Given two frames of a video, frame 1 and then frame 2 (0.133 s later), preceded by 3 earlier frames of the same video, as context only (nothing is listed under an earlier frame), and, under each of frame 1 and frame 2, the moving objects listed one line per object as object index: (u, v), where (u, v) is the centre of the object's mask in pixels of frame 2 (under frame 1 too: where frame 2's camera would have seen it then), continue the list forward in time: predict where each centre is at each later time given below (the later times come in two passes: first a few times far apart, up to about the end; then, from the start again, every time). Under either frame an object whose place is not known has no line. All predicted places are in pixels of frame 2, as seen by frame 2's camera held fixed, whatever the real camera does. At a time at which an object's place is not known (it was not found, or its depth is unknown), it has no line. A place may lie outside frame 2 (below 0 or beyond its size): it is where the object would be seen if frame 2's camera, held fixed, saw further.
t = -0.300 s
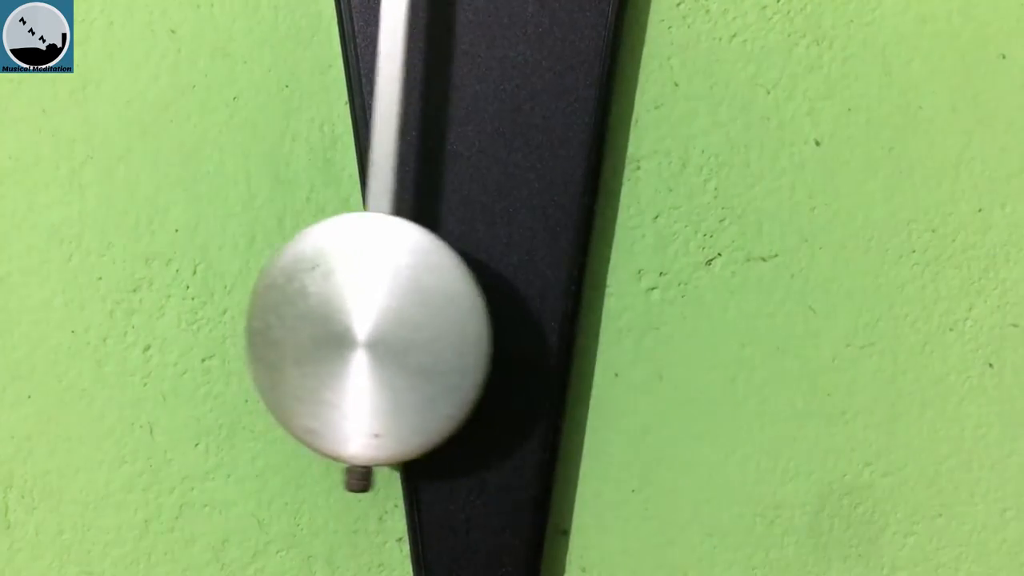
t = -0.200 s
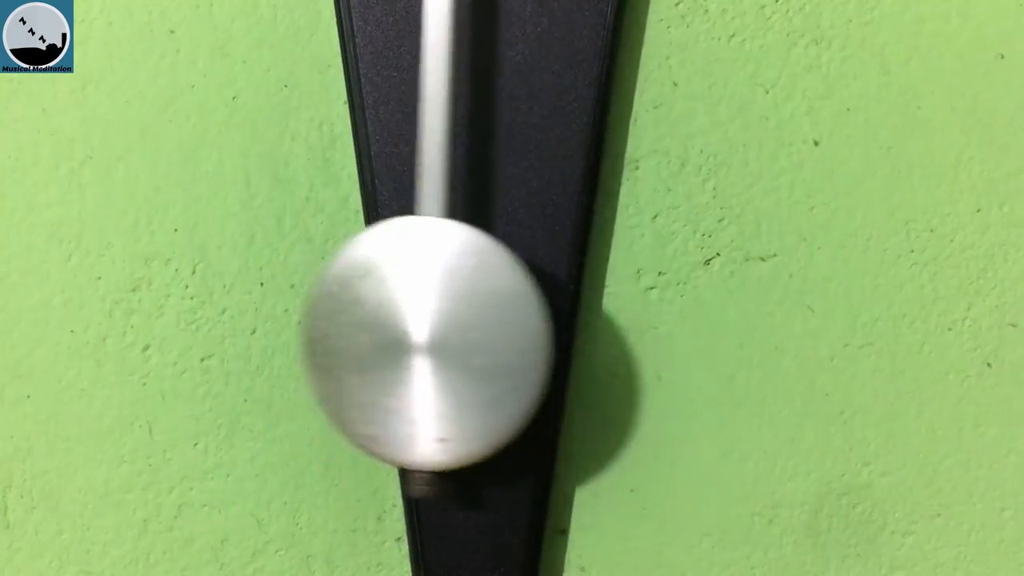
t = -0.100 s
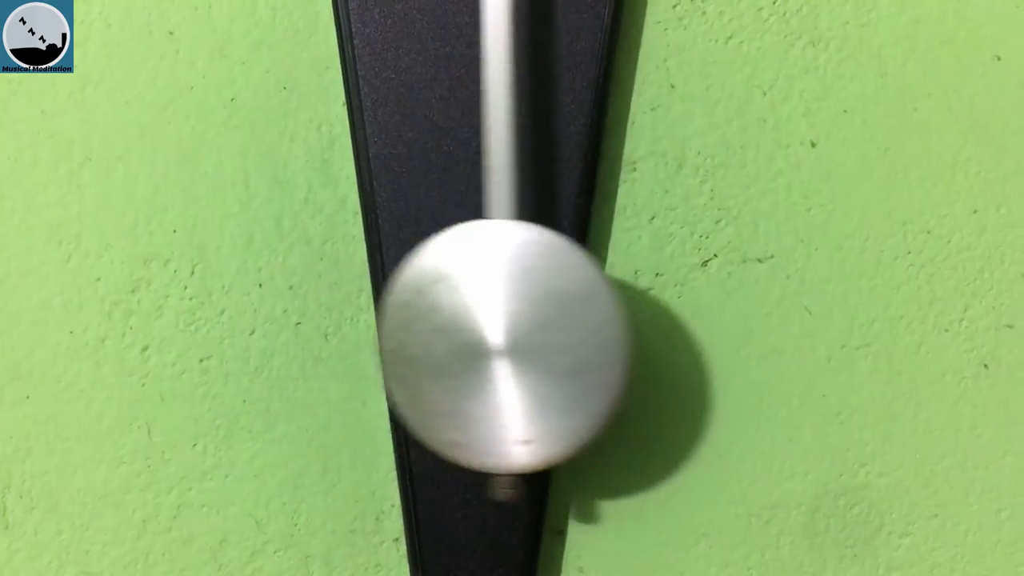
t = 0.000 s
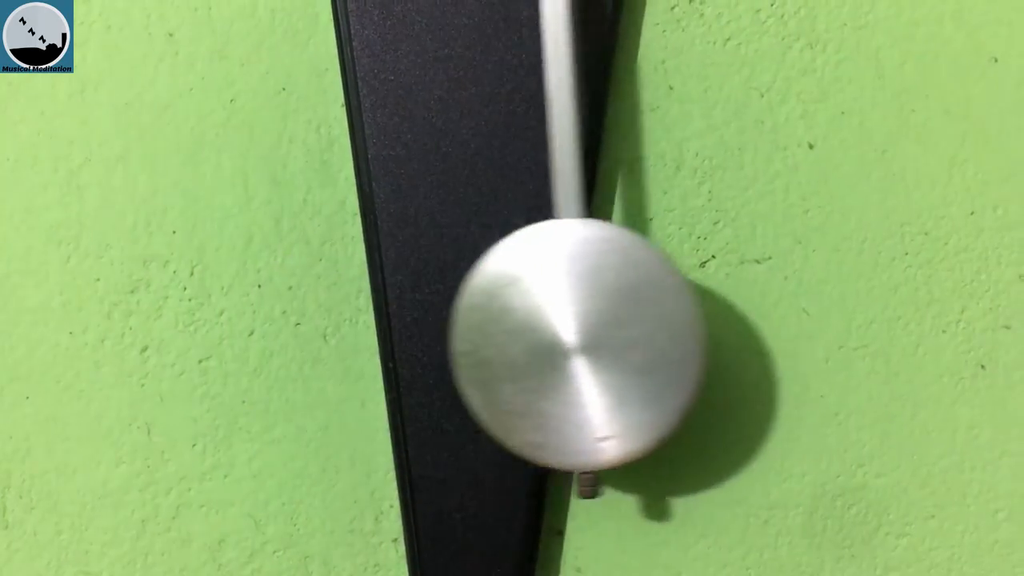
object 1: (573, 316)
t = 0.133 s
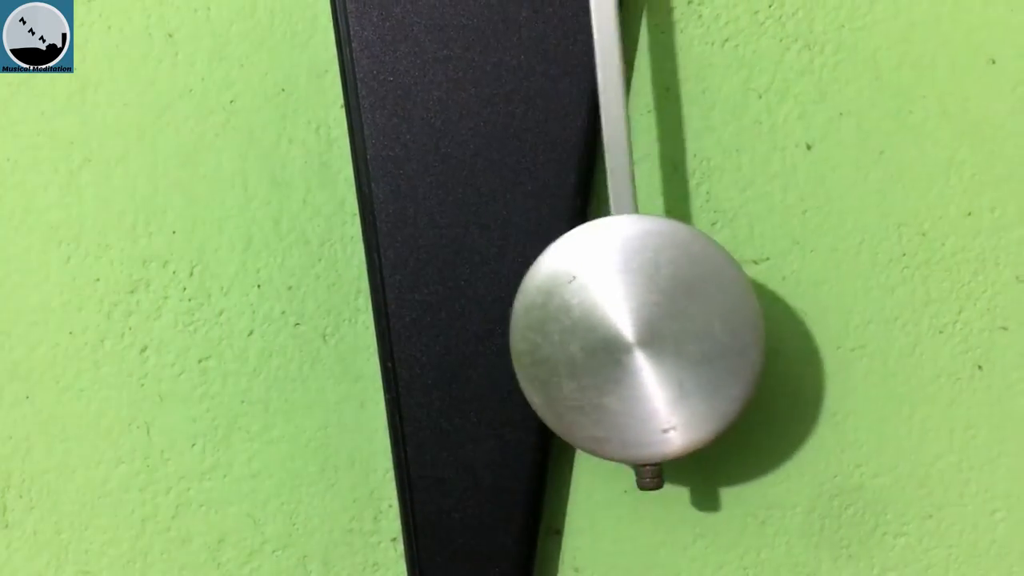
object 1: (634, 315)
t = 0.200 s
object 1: (638, 314)
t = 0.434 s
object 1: (522, 313)
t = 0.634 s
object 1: (379, 313)
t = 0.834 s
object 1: (348, 315)
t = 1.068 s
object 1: (492, 315)
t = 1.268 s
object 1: (620, 315)
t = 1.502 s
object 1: (594, 317)
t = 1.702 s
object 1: (451, 317)
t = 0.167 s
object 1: (638, 315)
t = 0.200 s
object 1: (638, 314)
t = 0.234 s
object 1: (632, 314)
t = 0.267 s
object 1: (622, 313)
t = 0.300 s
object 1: (608, 313)
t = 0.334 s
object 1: (590, 313)
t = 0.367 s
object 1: (570, 313)
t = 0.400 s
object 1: (546, 313)
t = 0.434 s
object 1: (522, 313)
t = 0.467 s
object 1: (497, 312)
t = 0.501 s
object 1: (471, 312)
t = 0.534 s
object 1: (446, 312)
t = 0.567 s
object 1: (422, 311)
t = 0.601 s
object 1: (398, 312)
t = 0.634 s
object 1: (379, 313)
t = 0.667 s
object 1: (361, 314)
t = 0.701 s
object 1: (349, 314)
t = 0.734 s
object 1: (341, 315)
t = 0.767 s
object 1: (338, 315)
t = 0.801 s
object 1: (340, 315)
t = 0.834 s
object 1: (348, 315)
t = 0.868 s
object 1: (360, 315)
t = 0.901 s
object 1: (375, 315)
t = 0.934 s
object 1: (395, 315)
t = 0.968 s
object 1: (417, 315)
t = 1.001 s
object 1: (441, 315)
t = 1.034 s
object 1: (467, 313)
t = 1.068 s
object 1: (492, 315)
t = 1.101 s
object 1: (518, 315)
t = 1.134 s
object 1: (543, 315)
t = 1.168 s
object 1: (566, 315)
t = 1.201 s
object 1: (588, 315)
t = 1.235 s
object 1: (606, 315)
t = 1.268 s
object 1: (620, 315)
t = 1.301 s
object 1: (631, 316)
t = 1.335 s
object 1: (636, 316)
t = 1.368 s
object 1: (637, 316)
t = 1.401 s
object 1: (633, 316)
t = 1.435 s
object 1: (624, 316)
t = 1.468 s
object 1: (611, 316)
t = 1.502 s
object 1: (594, 317)
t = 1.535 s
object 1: (574, 317)
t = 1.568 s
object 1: (550, 317)
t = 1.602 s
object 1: (526, 317)
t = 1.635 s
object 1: (501, 317)
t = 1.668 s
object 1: (477, 316)
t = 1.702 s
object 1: (451, 317)
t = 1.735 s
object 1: (428, 317)
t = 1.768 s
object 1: (405, 317)
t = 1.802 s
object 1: (386, 317)
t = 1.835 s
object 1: (370, 317)
